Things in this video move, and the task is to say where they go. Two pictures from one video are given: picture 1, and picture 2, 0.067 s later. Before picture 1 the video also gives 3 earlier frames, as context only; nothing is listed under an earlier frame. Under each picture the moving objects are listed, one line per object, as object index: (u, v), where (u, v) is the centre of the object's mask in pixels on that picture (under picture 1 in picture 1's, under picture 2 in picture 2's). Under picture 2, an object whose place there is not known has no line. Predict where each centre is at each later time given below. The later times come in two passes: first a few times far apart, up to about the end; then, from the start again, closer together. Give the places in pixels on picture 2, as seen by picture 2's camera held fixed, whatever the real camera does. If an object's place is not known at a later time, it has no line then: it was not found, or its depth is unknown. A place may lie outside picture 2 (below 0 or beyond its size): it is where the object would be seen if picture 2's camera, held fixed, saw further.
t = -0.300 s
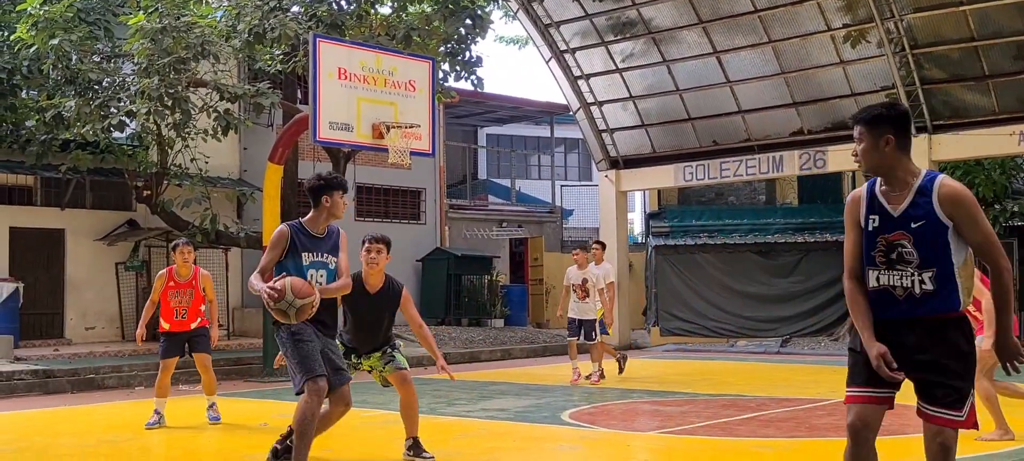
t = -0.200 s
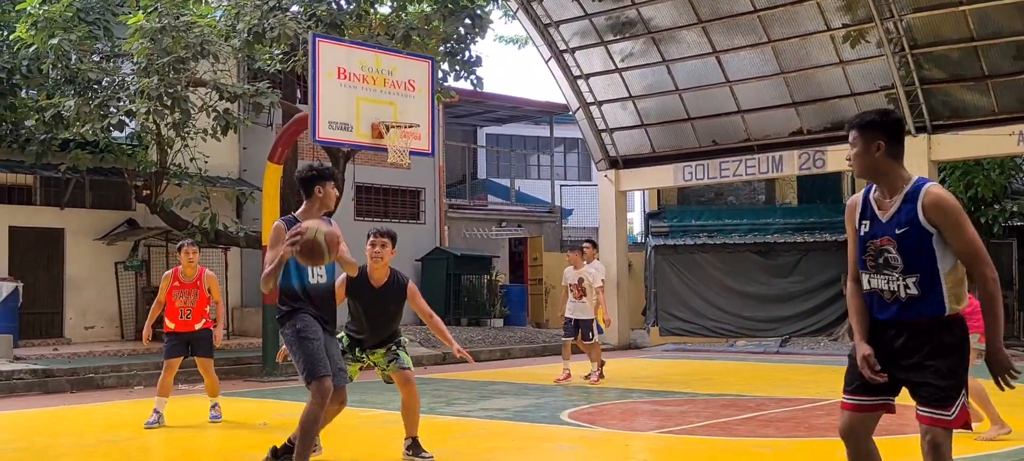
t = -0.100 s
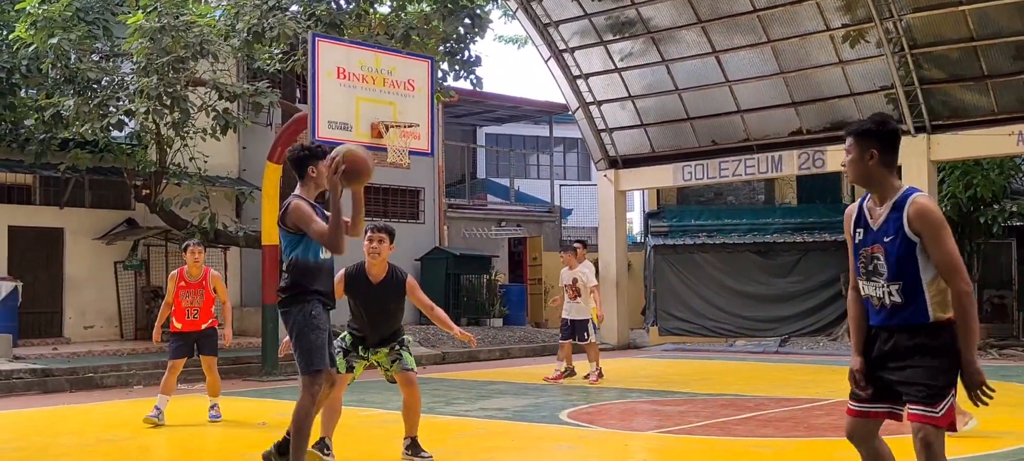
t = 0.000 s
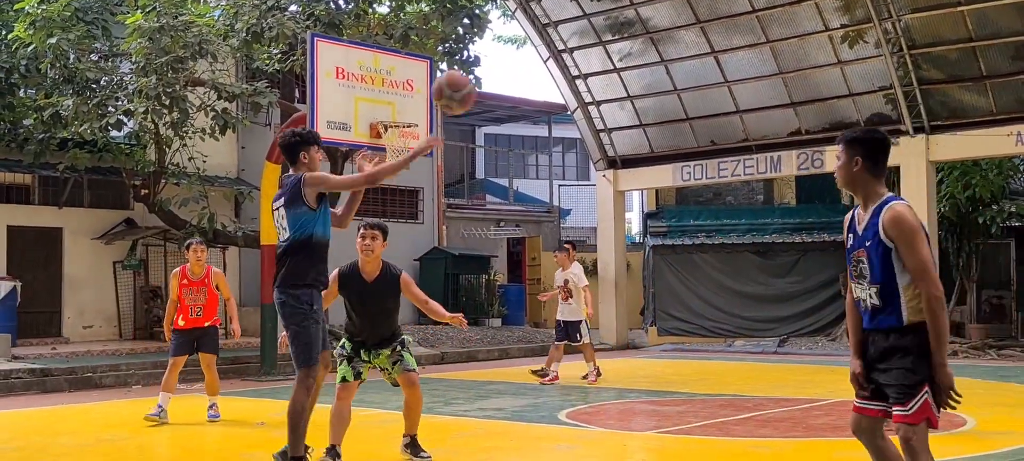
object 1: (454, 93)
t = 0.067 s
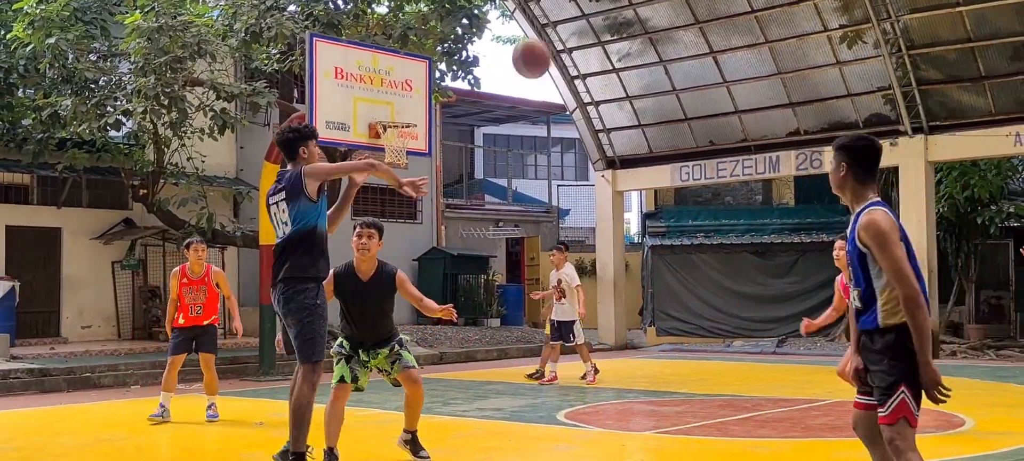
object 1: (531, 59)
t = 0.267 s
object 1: (717, 14)
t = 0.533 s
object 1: (895, 41)
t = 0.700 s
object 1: (982, 92)
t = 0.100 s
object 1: (566, 46)
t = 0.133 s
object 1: (600, 35)
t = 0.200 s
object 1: (662, 22)
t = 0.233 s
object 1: (690, 17)
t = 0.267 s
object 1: (717, 14)
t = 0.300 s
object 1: (743, 14)
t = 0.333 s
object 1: (768, 14)
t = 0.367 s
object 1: (791, 15)
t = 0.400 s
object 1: (814, 18)
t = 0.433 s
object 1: (836, 23)
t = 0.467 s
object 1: (856, 29)
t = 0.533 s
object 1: (895, 41)
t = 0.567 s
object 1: (914, 50)
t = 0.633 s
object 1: (949, 69)
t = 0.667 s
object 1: (965, 80)
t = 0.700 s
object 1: (982, 92)
